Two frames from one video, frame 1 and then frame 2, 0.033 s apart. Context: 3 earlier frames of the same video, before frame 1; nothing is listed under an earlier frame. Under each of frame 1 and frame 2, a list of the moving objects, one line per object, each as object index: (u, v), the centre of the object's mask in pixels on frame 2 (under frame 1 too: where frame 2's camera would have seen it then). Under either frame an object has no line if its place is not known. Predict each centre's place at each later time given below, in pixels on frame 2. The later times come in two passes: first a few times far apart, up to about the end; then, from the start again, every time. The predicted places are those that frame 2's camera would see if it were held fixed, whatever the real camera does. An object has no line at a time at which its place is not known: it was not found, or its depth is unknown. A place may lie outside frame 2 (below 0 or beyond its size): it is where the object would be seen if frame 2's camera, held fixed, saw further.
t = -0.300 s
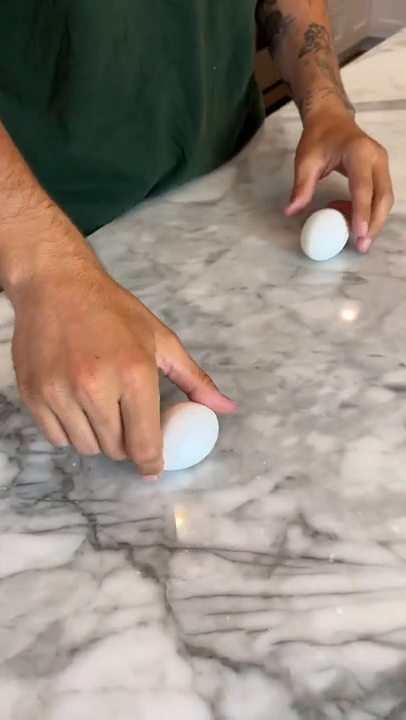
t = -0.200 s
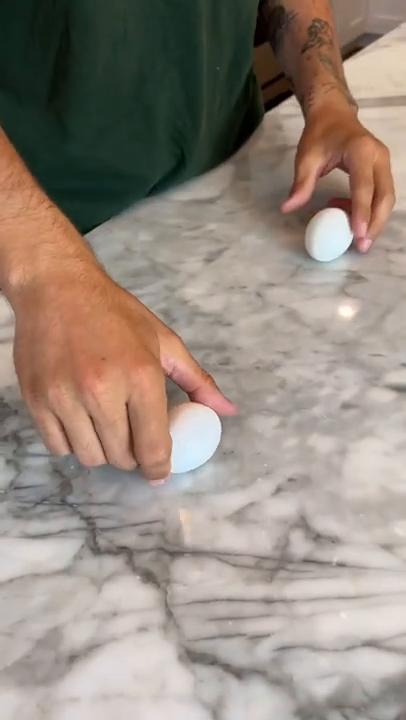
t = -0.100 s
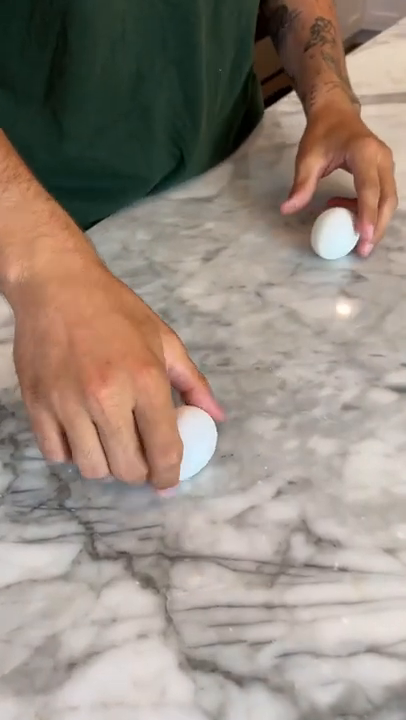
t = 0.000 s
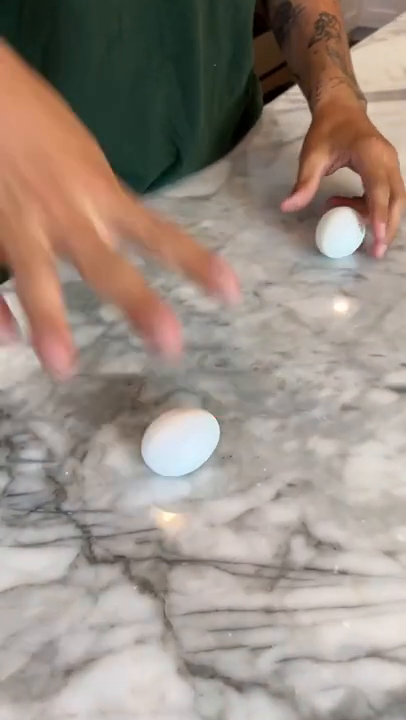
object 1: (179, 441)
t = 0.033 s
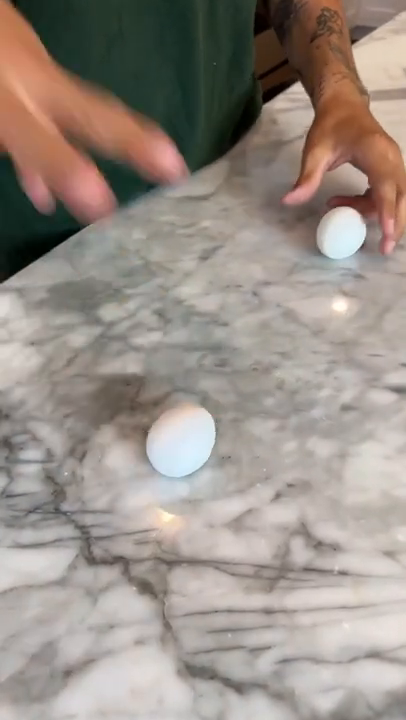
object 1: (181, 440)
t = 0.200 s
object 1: (198, 434)
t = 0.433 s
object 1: (200, 444)
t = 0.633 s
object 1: (196, 453)
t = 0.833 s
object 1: (189, 447)
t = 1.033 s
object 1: (194, 447)
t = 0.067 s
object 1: (184, 439)
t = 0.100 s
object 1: (188, 437)
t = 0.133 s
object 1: (192, 436)
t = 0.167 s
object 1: (195, 435)
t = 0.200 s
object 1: (198, 434)
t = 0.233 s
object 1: (201, 434)
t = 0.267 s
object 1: (202, 434)
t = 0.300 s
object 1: (202, 435)
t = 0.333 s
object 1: (202, 437)
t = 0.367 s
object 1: (201, 439)
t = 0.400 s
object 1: (201, 442)
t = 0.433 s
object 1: (200, 444)
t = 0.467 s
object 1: (199, 446)
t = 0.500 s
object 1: (197, 448)
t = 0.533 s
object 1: (196, 451)
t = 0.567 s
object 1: (196, 453)
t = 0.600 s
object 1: (196, 454)
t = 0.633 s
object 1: (196, 453)
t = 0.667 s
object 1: (195, 452)
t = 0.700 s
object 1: (193, 451)
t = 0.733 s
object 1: (192, 450)
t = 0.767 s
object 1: (191, 448)
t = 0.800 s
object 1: (190, 448)
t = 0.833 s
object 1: (189, 447)
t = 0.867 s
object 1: (189, 446)
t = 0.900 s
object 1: (189, 446)
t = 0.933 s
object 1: (190, 446)
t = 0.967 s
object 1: (191, 446)
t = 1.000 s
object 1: (192, 447)
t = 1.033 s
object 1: (194, 447)
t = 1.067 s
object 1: (196, 447)
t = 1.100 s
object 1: (197, 447)
